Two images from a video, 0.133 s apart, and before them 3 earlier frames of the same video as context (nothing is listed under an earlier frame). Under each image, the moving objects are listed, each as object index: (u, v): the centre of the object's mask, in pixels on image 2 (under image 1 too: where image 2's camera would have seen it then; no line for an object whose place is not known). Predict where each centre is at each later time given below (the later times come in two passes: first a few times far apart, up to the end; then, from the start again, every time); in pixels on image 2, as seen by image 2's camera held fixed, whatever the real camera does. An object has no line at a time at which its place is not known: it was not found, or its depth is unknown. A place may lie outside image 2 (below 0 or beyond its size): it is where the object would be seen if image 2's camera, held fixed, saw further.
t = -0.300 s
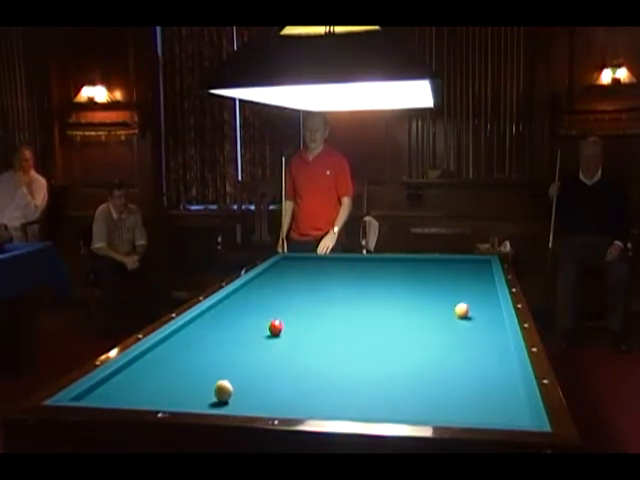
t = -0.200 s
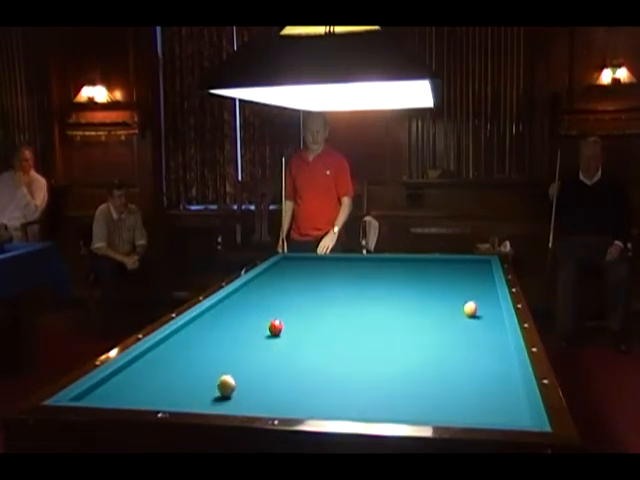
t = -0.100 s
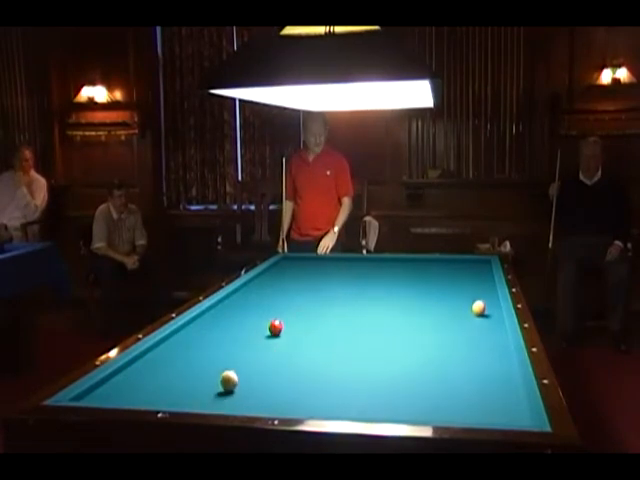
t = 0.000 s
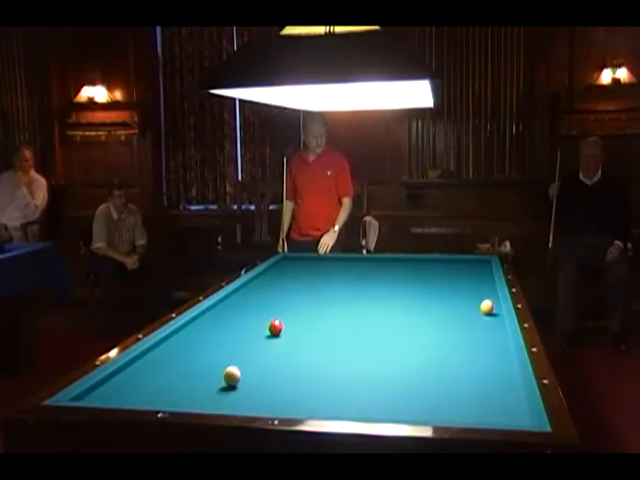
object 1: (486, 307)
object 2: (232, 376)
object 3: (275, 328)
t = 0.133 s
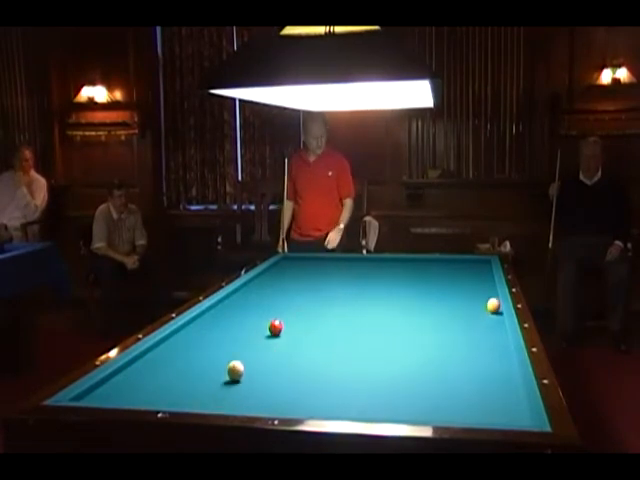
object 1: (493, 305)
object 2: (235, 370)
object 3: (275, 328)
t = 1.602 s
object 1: (437, 295)
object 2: (260, 326)
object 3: (279, 327)
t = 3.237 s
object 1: (396, 289)
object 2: (245, 304)
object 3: (304, 323)
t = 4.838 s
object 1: (373, 286)
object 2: (238, 292)
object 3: (306, 323)
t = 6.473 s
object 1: (368, 285)
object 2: (250, 287)
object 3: (306, 323)
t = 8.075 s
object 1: (368, 285)
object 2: (253, 286)
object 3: (306, 322)
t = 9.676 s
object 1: (368, 285)
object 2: (253, 286)
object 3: (306, 323)
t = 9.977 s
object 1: (368, 285)
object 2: (253, 286)
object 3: (306, 323)
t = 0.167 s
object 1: (491, 305)
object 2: (236, 369)
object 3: (275, 328)
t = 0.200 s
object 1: (490, 305)
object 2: (237, 367)
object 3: (275, 328)
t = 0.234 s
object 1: (488, 304)
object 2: (237, 366)
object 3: (275, 328)
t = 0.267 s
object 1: (487, 304)
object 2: (239, 365)
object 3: (275, 328)
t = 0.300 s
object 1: (485, 304)
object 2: (239, 363)
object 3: (275, 328)
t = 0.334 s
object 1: (484, 304)
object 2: (240, 362)
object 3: (275, 328)
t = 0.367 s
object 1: (482, 303)
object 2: (241, 361)
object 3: (275, 328)
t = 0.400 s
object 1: (481, 303)
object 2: (241, 360)
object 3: (275, 328)
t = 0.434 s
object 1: (480, 303)
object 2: (242, 359)
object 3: (275, 328)
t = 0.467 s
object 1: (478, 303)
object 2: (243, 357)
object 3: (275, 328)
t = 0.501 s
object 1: (477, 302)
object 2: (244, 356)
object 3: (275, 328)
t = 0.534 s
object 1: (475, 302)
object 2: (244, 355)
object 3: (275, 328)
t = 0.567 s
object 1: (474, 302)
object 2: (245, 354)
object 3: (275, 328)
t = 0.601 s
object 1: (473, 302)
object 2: (246, 353)
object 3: (275, 328)
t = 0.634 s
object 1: (471, 301)
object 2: (247, 352)
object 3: (275, 328)
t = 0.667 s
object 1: (470, 301)
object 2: (247, 351)
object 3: (275, 328)
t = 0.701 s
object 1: (469, 301)
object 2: (248, 350)
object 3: (275, 328)
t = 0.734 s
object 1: (467, 301)
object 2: (249, 348)
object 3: (275, 328)
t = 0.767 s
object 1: (466, 300)
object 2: (249, 347)
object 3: (275, 327)
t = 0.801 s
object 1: (465, 300)
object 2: (250, 346)
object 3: (275, 328)
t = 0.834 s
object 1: (463, 300)
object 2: (251, 345)
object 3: (275, 328)
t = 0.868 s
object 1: (462, 300)
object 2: (251, 344)
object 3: (275, 328)
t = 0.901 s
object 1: (461, 299)
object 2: (252, 343)
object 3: (275, 328)
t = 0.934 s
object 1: (459, 299)
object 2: (252, 342)
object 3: (275, 327)
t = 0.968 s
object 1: (458, 299)
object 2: (253, 341)
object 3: (275, 327)
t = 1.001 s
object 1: (457, 299)
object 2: (254, 340)
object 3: (275, 328)
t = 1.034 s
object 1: (456, 299)
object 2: (254, 340)
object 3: (275, 328)
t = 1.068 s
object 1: (455, 298)
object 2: (255, 338)
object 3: (275, 328)
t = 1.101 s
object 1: (454, 298)
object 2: (255, 338)
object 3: (275, 328)
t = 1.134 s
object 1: (452, 298)
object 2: (256, 337)
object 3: (275, 328)
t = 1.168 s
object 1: (451, 298)
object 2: (257, 336)
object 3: (275, 327)
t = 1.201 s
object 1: (450, 298)
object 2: (257, 335)
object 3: (275, 327)
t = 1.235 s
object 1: (449, 297)
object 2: (258, 334)
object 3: (275, 327)
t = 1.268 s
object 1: (448, 297)
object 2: (259, 333)
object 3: (275, 327)
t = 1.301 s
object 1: (447, 297)
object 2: (259, 332)
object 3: (275, 328)
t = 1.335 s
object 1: (446, 297)
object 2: (260, 332)
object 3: (275, 328)
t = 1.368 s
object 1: (444, 297)
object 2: (260, 331)
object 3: (275, 328)
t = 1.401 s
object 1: (443, 296)
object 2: (261, 330)
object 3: (275, 328)
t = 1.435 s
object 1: (442, 296)
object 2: (261, 329)
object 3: (275, 328)
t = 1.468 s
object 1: (441, 296)
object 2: (261, 328)
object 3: (276, 327)
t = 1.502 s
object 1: (440, 296)
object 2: (261, 328)
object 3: (276, 327)
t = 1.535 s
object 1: (439, 296)
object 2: (260, 327)
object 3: (277, 327)
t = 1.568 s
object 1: (438, 295)
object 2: (260, 327)
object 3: (278, 327)
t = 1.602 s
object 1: (437, 295)
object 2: (260, 326)
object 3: (279, 327)
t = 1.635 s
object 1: (436, 295)
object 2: (259, 325)
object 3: (279, 327)
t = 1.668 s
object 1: (435, 295)
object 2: (259, 325)
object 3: (280, 327)
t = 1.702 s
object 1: (434, 295)
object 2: (258, 324)
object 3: (281, 327)
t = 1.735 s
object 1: (433, 295)
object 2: (258, 324)
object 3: (282, 326)
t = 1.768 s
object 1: (432, 295)
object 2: (258, 323)
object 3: (282, 327)
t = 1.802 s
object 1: (431, 294)
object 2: (257, 323)
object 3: (283, 326)
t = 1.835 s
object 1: (430, 294)
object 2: (257, 322)
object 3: (284, 326)
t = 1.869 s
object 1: (429, 294)
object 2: (256, 322)
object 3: (284, 326)
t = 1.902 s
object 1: (428, 294)
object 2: (256, 321)
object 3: (285, 326)
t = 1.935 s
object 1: (427, 294)
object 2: (256, 320)
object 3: (286, 326)
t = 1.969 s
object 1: (426, 293)
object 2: (255, 320)
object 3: (286, 326)
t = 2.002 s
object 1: (425, 293)
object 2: (255, 320)
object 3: (287, 326)
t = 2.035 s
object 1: (424, 293)
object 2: (255, 319)
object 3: (288, 326)
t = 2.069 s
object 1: (423, 293)
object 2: (254, 318)
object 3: (288, 326)
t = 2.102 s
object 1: (422, 293)
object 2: (254, 318)
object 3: (289, 326)
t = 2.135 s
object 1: (421, 293)
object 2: (254, 318)
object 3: (289, 325)
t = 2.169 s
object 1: (420, 293)
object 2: (253, 317)
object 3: (290, 325)
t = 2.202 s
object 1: (419, 292)
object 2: (253, 317)
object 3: (291, 325)
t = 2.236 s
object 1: (419, 292)
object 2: (253, 316)
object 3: (291, 325)
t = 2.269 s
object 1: (418, 292)
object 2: (252, 315)
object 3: (292, 325)
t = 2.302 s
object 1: (417, 292)
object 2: (252, 315)
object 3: (292, 325)
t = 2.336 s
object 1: (416, 292)
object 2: (251, 314)
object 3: (293, 325)
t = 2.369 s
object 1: (415, 292)
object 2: (251, 314)
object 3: (293, 325)
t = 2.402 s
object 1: (414, 291)
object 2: (251, 313)
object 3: (294, 325)
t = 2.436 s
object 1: (414, 291)
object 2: (251, 313)
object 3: (294, 325)
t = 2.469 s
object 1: (413, 291)
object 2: (250, 312)
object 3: (295, 325)
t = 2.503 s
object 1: (412, 291)
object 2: (250, 312)
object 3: (295, 325)
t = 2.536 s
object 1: (411, 291)
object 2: (250, 312)
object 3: (296, 325)
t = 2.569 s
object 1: (410, 291)
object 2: (250, 311)
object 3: (296, 324)
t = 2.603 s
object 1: (409, 291)
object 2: (249, 311)
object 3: (297, 324)
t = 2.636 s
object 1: (409, 291)
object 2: (249, 311)
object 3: (297, 324)
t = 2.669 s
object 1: (408, 291)
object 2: (249, 310)
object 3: (298, 324)
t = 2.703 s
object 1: (408, 290)
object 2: (249, 310)
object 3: (298, 324)
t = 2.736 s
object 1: (406, 290)
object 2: (248, 309)
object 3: (299, 324)
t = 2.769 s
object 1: (406, 290)
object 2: (248, 309)
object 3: (299, 324)
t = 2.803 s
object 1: (405, 290)
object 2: (248, 309)
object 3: (299, 324)
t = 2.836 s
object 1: (404, 290)
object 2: (248, 308)
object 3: (300, 323)
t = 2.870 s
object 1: (403, 290)
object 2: (247, 308)
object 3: (300, 323)
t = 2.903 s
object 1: (403, 290)
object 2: (247, 307)
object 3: (300, 323)
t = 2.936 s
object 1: (402, 290)
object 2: (247, 307)
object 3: (301, 323)
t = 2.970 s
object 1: (401, 290)
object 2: (247, 307)
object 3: (301, 323)
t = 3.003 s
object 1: (400, 290)
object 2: (246, 306)
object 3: (302, 323)
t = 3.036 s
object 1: (400, 289)
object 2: (246, 306)
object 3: (302, 323)
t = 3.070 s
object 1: (399, 289)
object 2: (246, 305)
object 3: (302, 323)
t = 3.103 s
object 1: (398, 289)
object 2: (246, 305)
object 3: (302, 323)
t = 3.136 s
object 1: (398, 289)
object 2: (245, 305)
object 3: (303, 323)
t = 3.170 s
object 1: (397, 289)
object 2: (245, 305)
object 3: (303, 323)
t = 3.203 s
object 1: (397, 289)
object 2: (245, 304)
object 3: (303, 323)
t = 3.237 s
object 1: (396, 289)
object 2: (245, 304)
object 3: (304, 323)
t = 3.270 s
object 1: (395, 288)
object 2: (245, 304)
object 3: (304, 323)
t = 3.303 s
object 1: (395, 289)
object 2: (244, 303)
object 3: (304, 323)
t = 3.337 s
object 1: (394, 288)
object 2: (244, 303)
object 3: (304, 323)
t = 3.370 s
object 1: (393, 288)
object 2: (244, 302)
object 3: (304, 323)
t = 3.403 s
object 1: (393, 288)
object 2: (244, 302)
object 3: (305, 323)
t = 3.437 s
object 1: (392, 288)
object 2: (244, 302)
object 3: (305, 323)
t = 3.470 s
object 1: (392, 288)
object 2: (243, 302)
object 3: (305, 323)
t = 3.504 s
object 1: (391, 288)
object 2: (243, 301)
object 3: (305, 323)
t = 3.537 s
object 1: (391, 288)
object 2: (243, 301)
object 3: (305, 323)
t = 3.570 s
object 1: (390, 288)
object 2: (243, 301)
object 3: (305, 323)
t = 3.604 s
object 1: (390, 288)
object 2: (243, 300)
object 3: (305, 323)
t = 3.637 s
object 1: (389, 288)
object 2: (243, 300)
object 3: (306, 323)
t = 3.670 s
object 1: (388, 288)
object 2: (242, 300)
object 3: (306, 323)
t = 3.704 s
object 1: (388, 288)
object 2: (242, 300)
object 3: (306, 323)
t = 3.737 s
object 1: (387, 287)
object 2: (242, 299)
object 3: (306, 323)
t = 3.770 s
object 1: (386, 287)
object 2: (242, 299)
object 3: (306, 323)
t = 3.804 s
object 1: (386, 287)
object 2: (242, 299)
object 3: (306, 323)
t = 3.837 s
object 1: (385, 287)
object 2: (241, 298)
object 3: (306, 323)
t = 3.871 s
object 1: (385, 287)
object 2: (241, 298)
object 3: (306, 323)
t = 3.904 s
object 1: (385, 287)
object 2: (241, 298)
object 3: (306, 323)
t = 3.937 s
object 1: (384, 287)
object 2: (241, 298)
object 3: (306, 323)
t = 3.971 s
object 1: (384, 287)
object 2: (241, 297)
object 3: (306, 323)
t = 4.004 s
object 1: (383, 287)
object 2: (241, 297)
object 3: (306, 323)
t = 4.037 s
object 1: (383, 287)
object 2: (241, 297)
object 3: (306, 323)
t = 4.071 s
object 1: (382, 287)
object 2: (240, 297)
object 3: (306, 323)
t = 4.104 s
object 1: (382, 287)
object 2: (240, 296)
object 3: (306, 323)
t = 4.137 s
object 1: (381, 286)
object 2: (240, 296)
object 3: (306, 323)
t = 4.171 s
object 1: (381, 287)
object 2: (240, 296)
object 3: (306, 323)
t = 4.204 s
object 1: (380, 287)
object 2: (240, 295)
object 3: (306, 323)
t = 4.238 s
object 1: (380, 286)
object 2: (240, 295)
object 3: (306, 323)
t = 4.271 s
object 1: (380, 286)
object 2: (240, 295)
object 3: (306, 323)
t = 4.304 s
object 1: (379, 286)
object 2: (239, 295)
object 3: (306, 323)
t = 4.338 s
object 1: (379, 286)
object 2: (239, 295)
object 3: (306, 323)
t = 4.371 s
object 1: (378, 286)
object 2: (239, 294)
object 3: (306, 323)
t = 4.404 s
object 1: (378, 286)
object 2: (239, 294)
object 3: (306, 323)
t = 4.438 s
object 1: (378, 286)
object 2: (239, 294)
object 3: (306, 323)
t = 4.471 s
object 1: (377, 286)
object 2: (239, 294)
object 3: (306, 323)
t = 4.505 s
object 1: (377, 286)
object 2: (239, 294)
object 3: (306, 323)
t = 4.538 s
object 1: (376, 286)
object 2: (239, 293)
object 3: (306, 323)
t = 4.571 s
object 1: (376, 286)
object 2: (238, 293)
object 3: (306, 323)
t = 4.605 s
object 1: (376, 286)
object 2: (238, 293)
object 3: (306, 323)
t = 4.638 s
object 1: (375, 286)
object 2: (238, 293)
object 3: (306, 323)
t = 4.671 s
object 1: (375, 286)
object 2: (238, 293)
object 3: (306, 323)
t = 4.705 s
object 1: (375, 286)
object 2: (238, 292)
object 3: (306, 323)
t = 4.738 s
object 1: (374, 286)
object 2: (238, 292)
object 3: (306, 323)
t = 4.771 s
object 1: (374, 286)
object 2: (238, 292)
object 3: (306, 323)
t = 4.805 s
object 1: (374, 286)
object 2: (238, 292)
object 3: (306, 323)
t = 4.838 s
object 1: (373, 286)
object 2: (238, 292)
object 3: (306, 323)
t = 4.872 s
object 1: (373, 286)
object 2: (237, 291)
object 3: (306, 323)
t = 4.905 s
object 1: (373, 286)
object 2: (237, 291)
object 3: (306, 323)
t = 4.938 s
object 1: (373, 286)
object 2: (237, 291)
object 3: (306, 323)
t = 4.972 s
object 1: (372, 285)
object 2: (237, 291)
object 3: (306, 323)
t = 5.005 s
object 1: (372, 285)
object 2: (237, 291)
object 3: (306, 323)
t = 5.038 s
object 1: (372, 286)
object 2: (237, 291)
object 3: (306, 323)
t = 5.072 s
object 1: (372, 285)
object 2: (238, 291)
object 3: (306, 323)
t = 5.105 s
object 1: (371, 285)
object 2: (238, 290)
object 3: (306, 323)
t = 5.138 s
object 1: (371, 285)
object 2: (238, 290)
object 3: (306, 323)
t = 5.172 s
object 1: (371, 285)
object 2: (239, 290)
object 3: (306, 323)
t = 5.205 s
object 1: (371, 285)
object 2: (239, 290)
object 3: (306, 323)
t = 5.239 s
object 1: (370, 285)
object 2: (239, 290)
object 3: (306, 323)
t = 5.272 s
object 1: (370, 285)
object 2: (240, 290)
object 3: (306, 323)
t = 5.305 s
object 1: (370, 285)
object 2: (240, 290)
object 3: (306, 323)
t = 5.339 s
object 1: (370, 285)
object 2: (240, 289)
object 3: (306, 323)
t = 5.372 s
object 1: (370, 285)
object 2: (241, 289)
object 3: (306, 323)
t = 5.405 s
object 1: (370, 285)
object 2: (241, 289)
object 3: (306, 323)
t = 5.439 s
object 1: (370, 285)
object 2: (242, 289)
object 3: (306, 323)
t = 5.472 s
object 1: (369, 285)
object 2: (242, 289)
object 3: (306, 323)
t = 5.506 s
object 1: (369, 285)
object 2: (242, 289)
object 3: (306, 323)
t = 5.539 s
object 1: (369, 285)
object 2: (243, 289)
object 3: (306, 323)
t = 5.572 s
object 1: (369, 285)
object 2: (243, 289)
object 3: (306, 323)
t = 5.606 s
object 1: (369, 285)
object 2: (244, 289)
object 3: (306, 323)
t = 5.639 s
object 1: (369, 285)
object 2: (244, 288)
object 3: (306, 323)
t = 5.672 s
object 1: (369, 285)
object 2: (244, 288)
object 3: (306, 323)
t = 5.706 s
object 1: (369, 285)
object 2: (244, 288)
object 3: (306, 323)
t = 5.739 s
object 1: (368, 285)
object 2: (245, 288)
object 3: (306, 323)
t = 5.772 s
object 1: (368, 285)
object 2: (245, 288)
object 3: (306, 323)
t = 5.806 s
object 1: (368, 285)
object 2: (245, 288)
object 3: (306, 323)
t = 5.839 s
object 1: (368, 285)
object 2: (245, 288)
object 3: (306, 323)
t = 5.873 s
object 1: (368, 285)
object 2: (246, 288)
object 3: (306, 323)
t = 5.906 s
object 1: (368, 285)
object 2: (246, 288)
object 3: (306, 323)
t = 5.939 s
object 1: (368, 285)
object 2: (246, 288)
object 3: (306, 323)
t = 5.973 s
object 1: (368, 285)
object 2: (247, 288)
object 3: (306, 323)
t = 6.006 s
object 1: (368, 285)
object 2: (247, 288)
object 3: (306, 323)
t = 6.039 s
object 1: (368, 285)
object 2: (247, 288)
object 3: (306, 323)
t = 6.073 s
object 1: (368, 285)
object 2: (247, 287)
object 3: (306, 323)
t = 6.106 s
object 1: (368, 285)
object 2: (248, 287)
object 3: (306, 323)
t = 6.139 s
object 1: (368, 285)
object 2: (248, 287)
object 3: (306, 323)
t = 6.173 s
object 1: (368, 285)
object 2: (248, 287)
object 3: (306, 323)
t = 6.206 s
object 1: (368, 285)
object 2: (248, 287)
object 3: (306, 323)
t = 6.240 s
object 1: (368, 285)
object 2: (249, 287)
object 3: (306, 323)
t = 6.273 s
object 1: (368, 285)
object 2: (249, 287)
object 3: (306, 323)
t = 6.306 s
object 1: (368, 285)
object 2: (249, 287)
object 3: (306, 323)
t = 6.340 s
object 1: (368, 285)
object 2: (250, 287)
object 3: (306, 323)
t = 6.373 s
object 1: (368, 285)
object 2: (250, 287)
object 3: (306, 323)
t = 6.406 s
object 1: (368, 285)
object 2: (250, 287)
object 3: (306, 323)
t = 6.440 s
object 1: (368, 285)
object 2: (250, 287)
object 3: (306, 323)
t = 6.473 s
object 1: (368, 285)
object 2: (250, 287)
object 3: (306, 323)
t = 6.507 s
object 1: (368, 285)
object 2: (250, 287)
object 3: (306, 323)
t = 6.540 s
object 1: (368, 285)
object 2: (251, 286)
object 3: (306, 323)
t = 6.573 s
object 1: (368, 285)
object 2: (251, 286)
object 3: (306, 323)
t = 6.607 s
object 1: (368, 285)
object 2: (251, 286)
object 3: (306, 323)
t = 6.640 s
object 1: (368, 285)
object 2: (251, 286)
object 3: (306, 323)
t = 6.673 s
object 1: (368, 285)
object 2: (251, 286)
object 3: (306, 323)
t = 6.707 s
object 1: (368, 285)
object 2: (252, 286)
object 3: (306, 323)
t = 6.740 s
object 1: (368, 285)
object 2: (252, 286)
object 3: (306, 323)
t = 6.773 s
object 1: (368, 285)
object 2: (252, 286)
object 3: (306, 323)
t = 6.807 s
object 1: (368, 285)
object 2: (252, 286)
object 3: (306, 323)
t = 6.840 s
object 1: (368, 285)
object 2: (252, 286)
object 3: (306, 323)
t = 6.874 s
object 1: (368, 285)
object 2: (252, 286)
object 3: (306, 323)
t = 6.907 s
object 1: (368, 285)
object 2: (253, 286)
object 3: (306, 323)
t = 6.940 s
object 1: (368, 285)
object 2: (253, 286)
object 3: (306, 323)
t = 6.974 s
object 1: (368, 285)
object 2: (253, 286)
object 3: (306, 323)
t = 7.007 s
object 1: (368, 285)
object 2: (253, 286)
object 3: (306, 323)
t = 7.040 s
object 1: (368, 285)
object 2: (253, 286)
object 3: (306, 323)
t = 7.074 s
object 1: (368, 285)
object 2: (253, 286)
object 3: (306, 323)
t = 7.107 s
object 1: (368, 285)
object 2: (253, 286)
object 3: (306, 323)
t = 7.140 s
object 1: (368, 285)
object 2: (253, 286)
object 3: (306, 323)
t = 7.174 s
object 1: (368, 285)
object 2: (253, 286)
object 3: (306, 323)
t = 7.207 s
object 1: (368, 285)
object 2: (253, 286)
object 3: (306, 323)
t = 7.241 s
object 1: (368, 285)
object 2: (253, 286)
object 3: (306, 323)
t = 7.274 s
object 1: (368, 285)
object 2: (253, 286)
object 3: (306, 323)
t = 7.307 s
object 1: (368, 285)
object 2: (253, 286)
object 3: (306, 322)
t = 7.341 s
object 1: (368, 285)
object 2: (253, 286)
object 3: (306, 322)
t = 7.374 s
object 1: (368, 285)
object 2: (253, 286)
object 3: (306, 322)
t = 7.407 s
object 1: (368, 285)
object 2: (253, 286)
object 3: (306, 322)
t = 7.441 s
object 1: (368, 285)
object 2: (254, 286)
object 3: (306, 322)
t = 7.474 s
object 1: (368, 285)
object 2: (254, 286)
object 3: (306, 322)
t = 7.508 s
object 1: (368, 285)
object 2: (253, 286)
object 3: (306, 322)
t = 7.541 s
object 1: (368, 285)
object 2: (253, 286)
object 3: (306, 322)
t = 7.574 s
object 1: (368, 285)
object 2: (253, 286)
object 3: (306, 322)
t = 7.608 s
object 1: (368, 285)
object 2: (253, 286)
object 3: (306, 322)
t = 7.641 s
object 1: (368, 285)
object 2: (253, 286)
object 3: (306, 322)
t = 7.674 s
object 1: (368, 285)
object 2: (253, 286)
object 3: (306, 322)
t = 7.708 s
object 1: (368, 285)
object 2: (253, 286)
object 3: (306, 322)
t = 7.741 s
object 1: (368, 285)
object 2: (253, 286)
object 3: (306, 322)
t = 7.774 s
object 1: (368, 285)
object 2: (253, 286)
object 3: (306, 322)
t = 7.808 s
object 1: (368, 285)
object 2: (253, 286)
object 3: (306, 322)
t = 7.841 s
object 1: (368, 285)
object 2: (253, 286)
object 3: (306, 322)
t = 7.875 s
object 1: (368, 285)
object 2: (253, 286)
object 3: (306, 323)
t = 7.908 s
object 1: (368, 285)
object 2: (253, 286)
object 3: (306, 323)
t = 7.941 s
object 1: (368, 285)
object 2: (253, 286)
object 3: (306, 322)
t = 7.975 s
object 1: (368, 285)
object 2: (253, 286)
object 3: (306, 323)
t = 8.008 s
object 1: (368, 285)
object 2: (253, 286)
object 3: (306, 322)
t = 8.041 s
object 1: (368, 285)
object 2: (253, 286)
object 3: (306, 322)
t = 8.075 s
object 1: (368, 285)
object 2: (253, 286)
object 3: (306, 322)
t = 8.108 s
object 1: (368, 285)
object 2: (253, 286)
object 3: (306, 322)
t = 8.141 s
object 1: (368, 284)
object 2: (253, 286)
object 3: (306, 322)
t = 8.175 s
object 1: (368, 284)
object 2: (253, 286)
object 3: (306, 322)
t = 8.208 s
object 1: (368, 284)
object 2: (253, 286)
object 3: (306, 322)
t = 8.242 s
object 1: (368, 285)
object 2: (253, 286)
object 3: (306, 322)
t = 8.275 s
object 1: (368, 285)
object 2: (253, 286)
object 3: (306, 322)
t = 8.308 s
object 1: (368, 285)
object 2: (253, 286)
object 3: (306, 322)
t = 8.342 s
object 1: (368, 285)
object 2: (253, 286)
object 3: (306, 322)
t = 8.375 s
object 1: (368, 285)
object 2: (253, 286)
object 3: (306, 323)
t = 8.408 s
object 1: (368, 285)
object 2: (253, 286)
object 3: (306, 323)
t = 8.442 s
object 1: (368, 285)
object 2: (253, 286)
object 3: (306, 323)
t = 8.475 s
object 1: (368, 285)
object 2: (253, 286)
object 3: (306, 323)
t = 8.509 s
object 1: (368, 285)
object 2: (253, 286)
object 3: (306, 323)
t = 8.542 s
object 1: (368, 285)
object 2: (253, 286)
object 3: (306, 323)
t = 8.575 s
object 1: (368, 285)
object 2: (253, 286)
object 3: (306, 322)
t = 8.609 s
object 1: (368, 285)
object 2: (253, 286)
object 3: (306, 322)
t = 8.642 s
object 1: (368, 284)
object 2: (253, 286)
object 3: (306, 322)
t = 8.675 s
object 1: (368, 285)
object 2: (253, 286)
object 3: (306, 323)
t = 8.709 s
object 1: (368, 285)
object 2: (253, 286)
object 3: (306, 322)
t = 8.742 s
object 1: (368, 285)
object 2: (253, 286)
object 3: (306, 323)
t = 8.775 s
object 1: (368, 285)
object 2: (253, 286)
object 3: (306, 323)
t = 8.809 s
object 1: (368, 285)
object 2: (253, 286)
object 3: (306, 323)
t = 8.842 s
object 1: (368, 285)
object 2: (253, 286)
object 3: (306, 323)
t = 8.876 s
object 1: (368, 285)
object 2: (253, 286)
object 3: (306, 323)
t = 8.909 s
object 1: (368, 285)
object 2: (253, 286)
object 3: (306, 323)
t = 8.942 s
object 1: (368, 285)
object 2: (253, 286)
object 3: (306, 323)
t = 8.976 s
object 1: (368, 285)
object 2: (253, 286)
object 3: (306, 323)
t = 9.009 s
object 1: (368, 285)
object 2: (253, 286)
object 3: (306, 323)
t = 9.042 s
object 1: (368, 285)
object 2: (253, 286)
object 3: (306, 323)
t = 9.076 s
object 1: (368, 285)
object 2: (253, 286)
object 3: (306, 323)
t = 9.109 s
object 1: (368, 285)
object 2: (253, 286)
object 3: (306, 323)
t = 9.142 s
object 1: (368, 285)
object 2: (253, 286)
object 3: (306, 323)
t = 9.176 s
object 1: (368, 285)
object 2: (253, 286)
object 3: (306, 323)
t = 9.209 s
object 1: (368, 285)
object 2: (253, 286)
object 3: (306, 323)
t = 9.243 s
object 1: (368, 285)
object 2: (253, 286)
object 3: (306, 323)
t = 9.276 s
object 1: (368, 285)
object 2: (253, 286)
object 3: (306, 323)
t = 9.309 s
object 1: (368, 285)
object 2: (253, 286)
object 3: (306, 323)
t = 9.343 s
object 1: (368, 285)
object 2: (253, 286)
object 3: (306, 323)
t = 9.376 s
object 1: (368, 285)
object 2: (253, 286)
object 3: (306, 323)
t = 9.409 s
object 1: (368, 285)
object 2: (253, 286)
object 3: (306, 323)
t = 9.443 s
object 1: (368, 285)
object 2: (253, 286)
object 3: (306, 323)
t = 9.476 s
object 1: (368, 285)
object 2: (253, 286)
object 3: (306, 323)
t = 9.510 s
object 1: (368, 285)
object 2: (253, 286)
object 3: (306, 323)
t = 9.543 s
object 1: (368, 285)
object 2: (253, 286)
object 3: (306, 323)
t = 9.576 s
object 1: (368, 285)
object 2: (253, 286)
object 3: (306, 323)
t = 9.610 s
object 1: (368, 285)
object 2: (253, 286)
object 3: (306, 323)
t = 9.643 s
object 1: (368, 285)
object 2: (253, 286)
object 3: (306, 323)
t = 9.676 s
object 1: (368, 285)
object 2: (253, 286)
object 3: (306, 323)
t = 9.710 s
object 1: (368, 285)
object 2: (253, 286)
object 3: (306, 323)
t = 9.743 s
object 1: (368, 285)
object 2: (253, 286)
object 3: (306, 323)
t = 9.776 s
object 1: (368, 285)
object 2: (253, 286)
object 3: (306, 323)
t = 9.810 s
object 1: (368, 285)
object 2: (253, 286)
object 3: (306, 323)
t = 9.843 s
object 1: (368, 285)
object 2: (253, 286)
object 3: (306, 323)
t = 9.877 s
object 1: (368, 285)
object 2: (253, 286)
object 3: (306, 323)
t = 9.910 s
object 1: (368, 285)
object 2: (253, 286)
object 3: (306, 323)
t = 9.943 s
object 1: (368, 285)
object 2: (253, 286)
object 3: (306, 323)
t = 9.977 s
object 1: (368, 285)
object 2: (253, 286)
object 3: (306, 323)
